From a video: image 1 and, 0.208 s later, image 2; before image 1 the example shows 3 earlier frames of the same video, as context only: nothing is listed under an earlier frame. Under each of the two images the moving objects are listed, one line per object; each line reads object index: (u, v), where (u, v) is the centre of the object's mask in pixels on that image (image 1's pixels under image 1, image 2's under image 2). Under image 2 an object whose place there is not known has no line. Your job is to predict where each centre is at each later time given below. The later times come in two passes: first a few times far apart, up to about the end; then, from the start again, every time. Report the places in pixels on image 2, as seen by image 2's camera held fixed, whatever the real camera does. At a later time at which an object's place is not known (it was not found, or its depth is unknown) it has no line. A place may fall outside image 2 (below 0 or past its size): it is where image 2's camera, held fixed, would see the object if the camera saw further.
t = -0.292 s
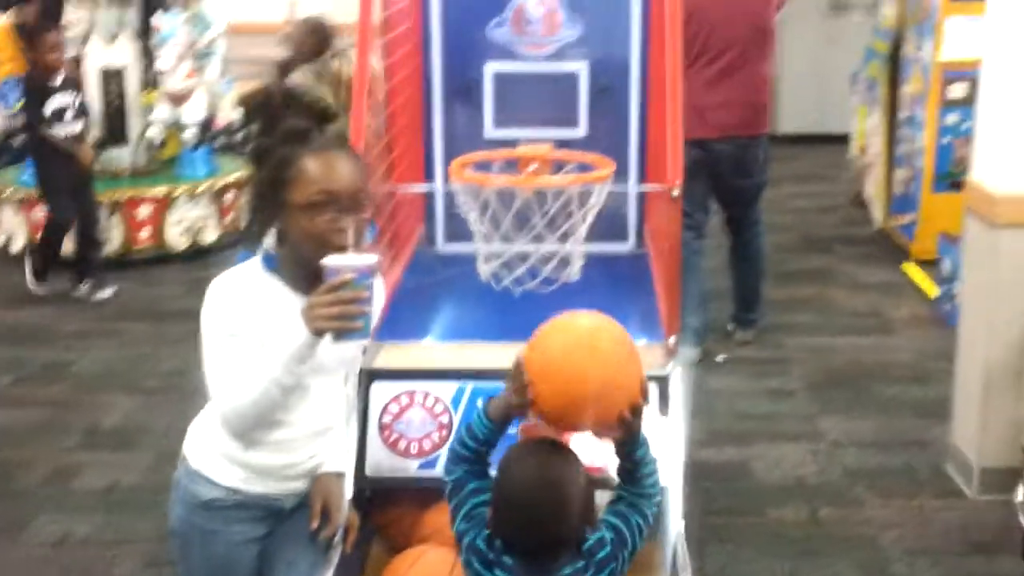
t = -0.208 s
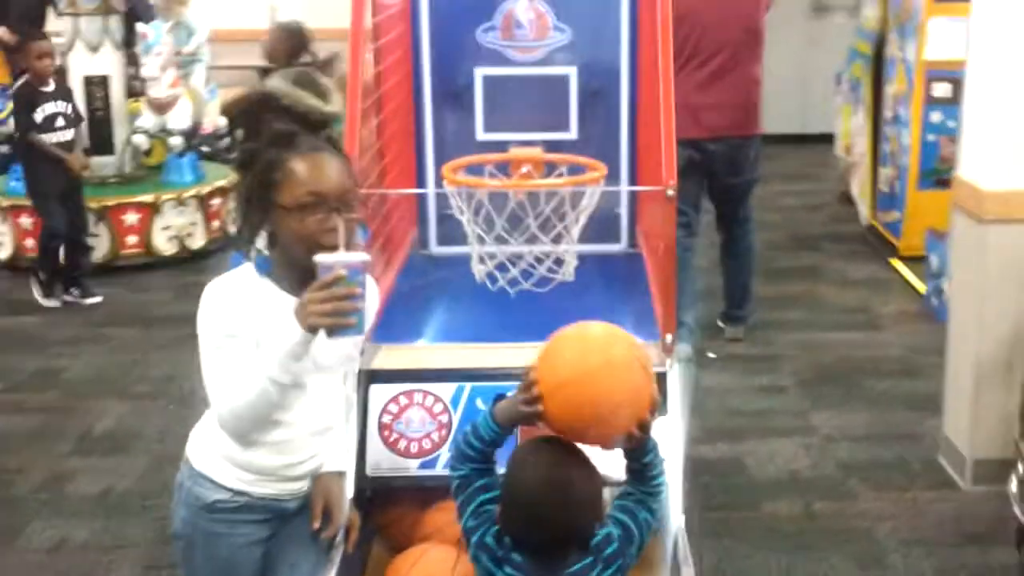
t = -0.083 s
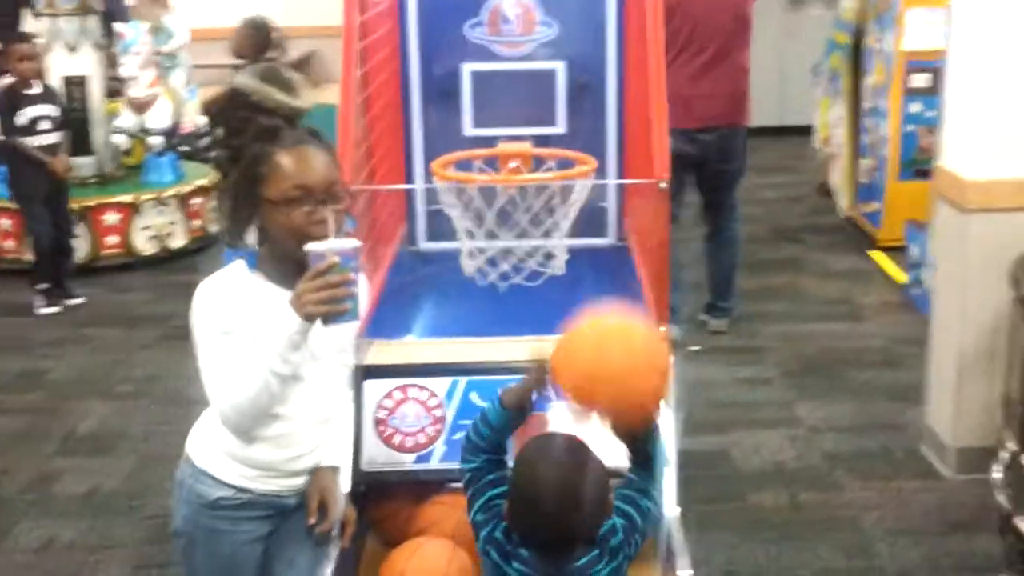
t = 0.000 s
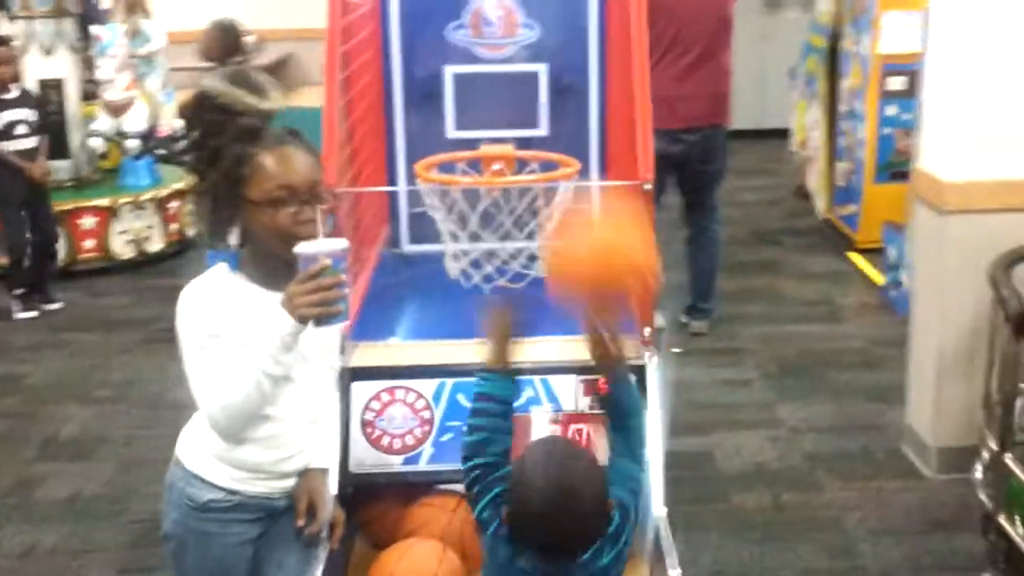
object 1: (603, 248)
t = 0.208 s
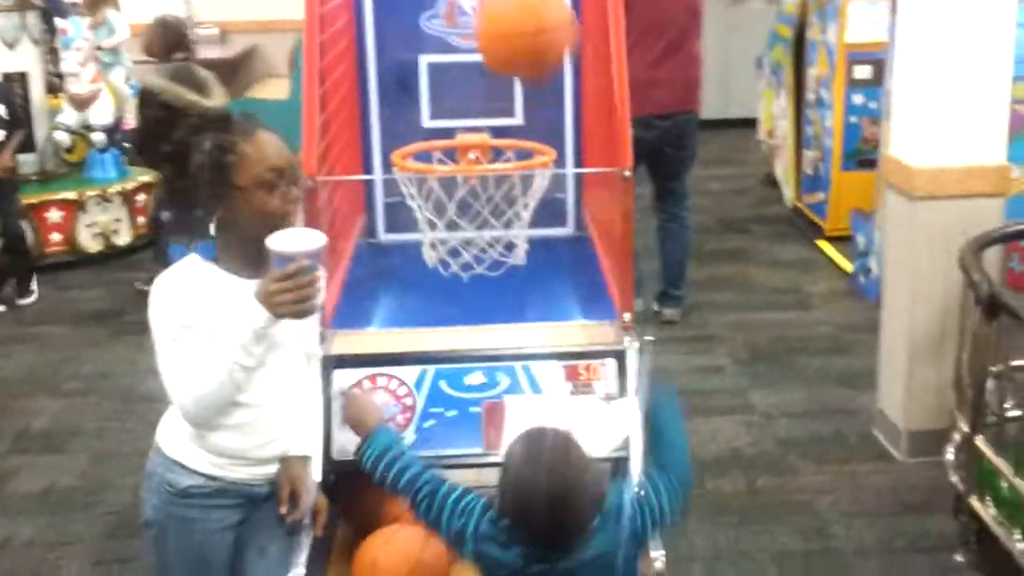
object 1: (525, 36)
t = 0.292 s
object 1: (510, 29)
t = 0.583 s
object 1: (469, 226)
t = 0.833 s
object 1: (462, 276)
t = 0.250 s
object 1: (517, 31)
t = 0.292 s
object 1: (510, 29)
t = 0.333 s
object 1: (502, 32)
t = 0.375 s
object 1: (495, 44)
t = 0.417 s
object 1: (488, 71)
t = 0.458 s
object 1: (481, 99)
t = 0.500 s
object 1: (476, 127)
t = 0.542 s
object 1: (471, 177)
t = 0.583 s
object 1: (469, 226)
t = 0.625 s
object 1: (464, 273)
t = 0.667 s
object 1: (462, 297)
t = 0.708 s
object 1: (461, 296)
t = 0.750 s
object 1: (461, 285)
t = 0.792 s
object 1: (461, 277)
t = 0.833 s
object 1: (462, 276)
